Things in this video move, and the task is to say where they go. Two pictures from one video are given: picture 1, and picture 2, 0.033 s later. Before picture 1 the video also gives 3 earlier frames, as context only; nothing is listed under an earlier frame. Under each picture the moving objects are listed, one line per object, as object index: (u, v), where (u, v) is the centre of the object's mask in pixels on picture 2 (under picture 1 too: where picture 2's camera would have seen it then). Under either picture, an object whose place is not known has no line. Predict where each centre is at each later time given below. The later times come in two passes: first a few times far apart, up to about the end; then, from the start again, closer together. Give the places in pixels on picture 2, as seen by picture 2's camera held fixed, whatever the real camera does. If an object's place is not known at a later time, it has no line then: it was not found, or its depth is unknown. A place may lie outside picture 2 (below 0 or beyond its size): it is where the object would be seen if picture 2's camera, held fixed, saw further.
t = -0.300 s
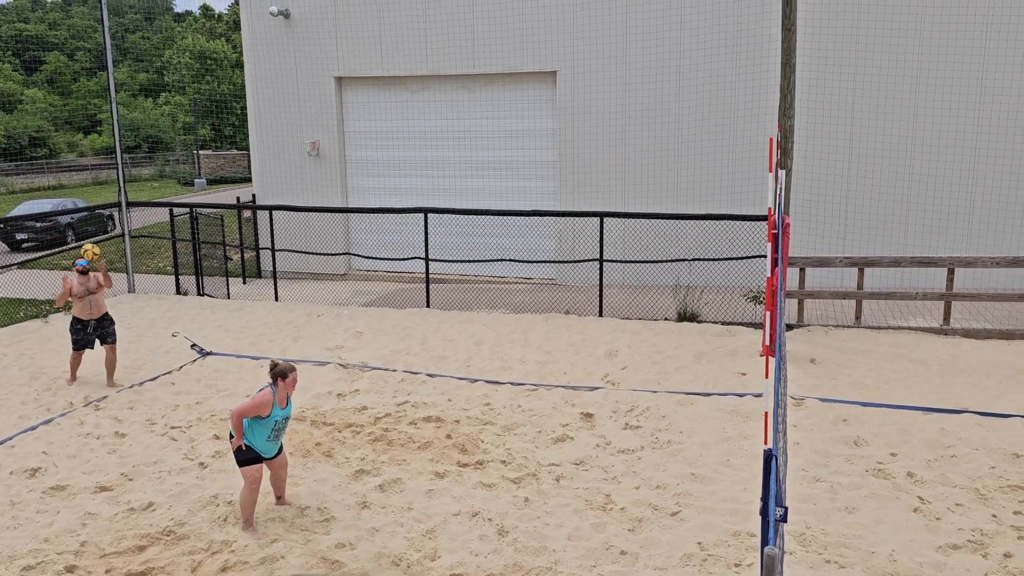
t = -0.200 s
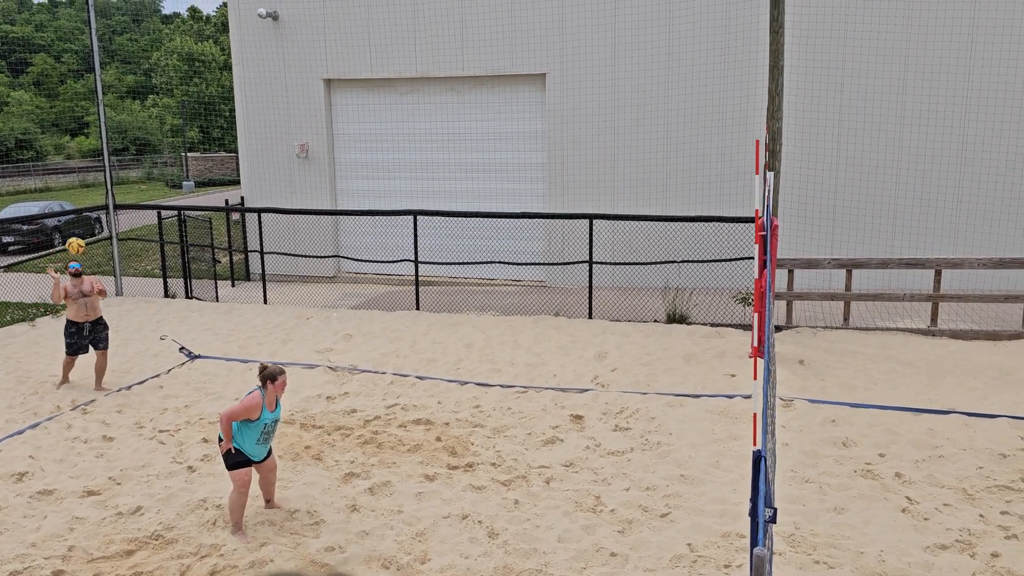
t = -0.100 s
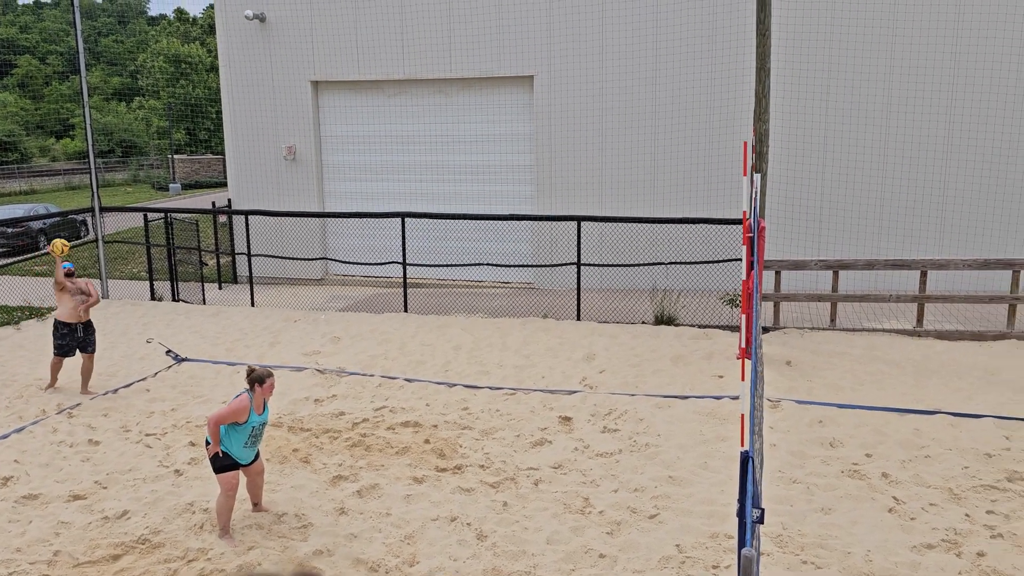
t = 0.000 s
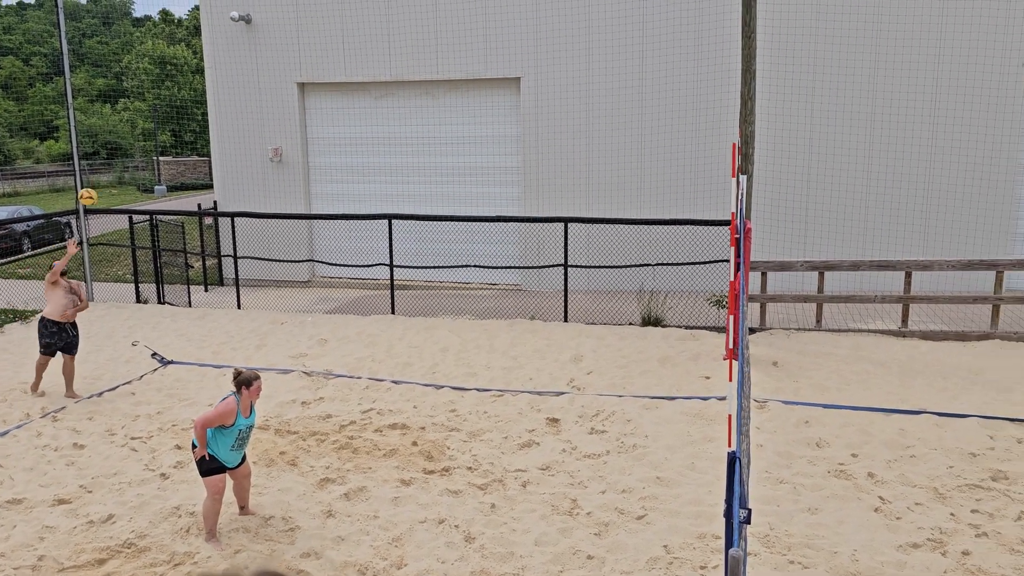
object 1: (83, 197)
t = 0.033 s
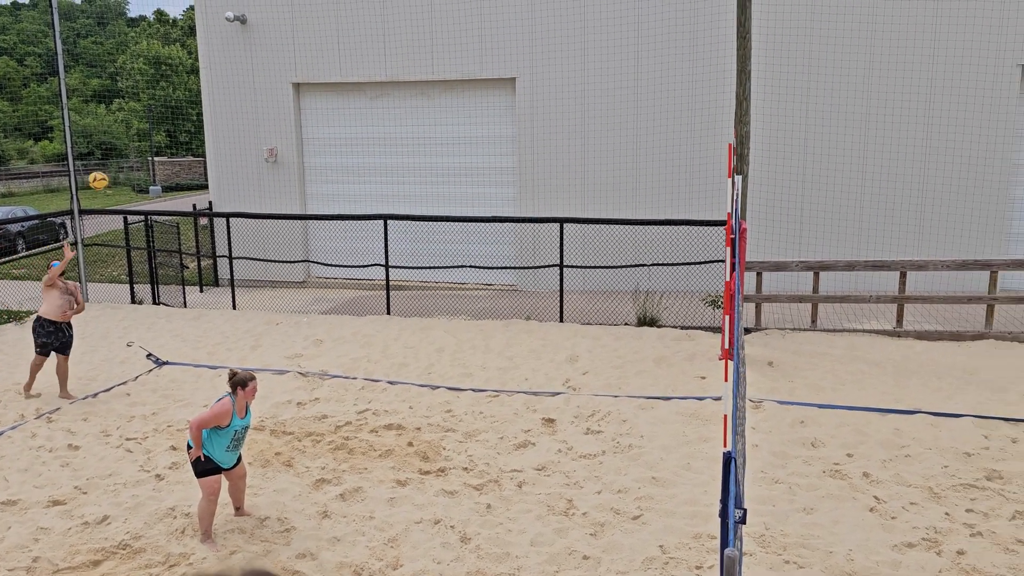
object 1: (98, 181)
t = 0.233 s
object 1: (198, 94)
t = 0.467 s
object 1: (325, 31)
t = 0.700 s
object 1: (462, 14)
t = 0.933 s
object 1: (603, 49)
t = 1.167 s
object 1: (744, 133)
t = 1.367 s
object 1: (856, 239)
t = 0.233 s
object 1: (198, 94)
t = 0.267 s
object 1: (216, 82)
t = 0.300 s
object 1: (234, 71)
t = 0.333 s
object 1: (252, 61)
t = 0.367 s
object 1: (270, 52)
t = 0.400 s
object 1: (289, 44)
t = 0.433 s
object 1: (306, 37)
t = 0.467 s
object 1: (325, 31)
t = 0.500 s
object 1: (344, 25)
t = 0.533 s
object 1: (364, 21)
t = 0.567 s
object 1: (383, 18)
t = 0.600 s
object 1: (403, 15)
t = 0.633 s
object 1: (423, 14)
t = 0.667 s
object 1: (442, 14)
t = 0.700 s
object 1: (462, 14)
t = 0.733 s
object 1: (482, 16)
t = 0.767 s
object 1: (503, 19)
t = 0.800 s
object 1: (524, 23)
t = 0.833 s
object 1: (544, 28)
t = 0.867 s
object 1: (563, 34)
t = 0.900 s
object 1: (583, 41)
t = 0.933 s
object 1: (603, 49)
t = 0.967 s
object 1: (624, 58)
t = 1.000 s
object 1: (645, 68)
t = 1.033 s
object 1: (664, 79)
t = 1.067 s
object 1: (684, 91)
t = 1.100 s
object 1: (704, 104)
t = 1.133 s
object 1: (725, 118)
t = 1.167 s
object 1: (744, 133)
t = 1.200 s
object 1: (763, 148)
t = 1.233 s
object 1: (782, 165)
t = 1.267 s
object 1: (800, 182)
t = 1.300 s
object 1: (819, 200)
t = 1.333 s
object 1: (837, 219)
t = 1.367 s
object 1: (856, 239)
